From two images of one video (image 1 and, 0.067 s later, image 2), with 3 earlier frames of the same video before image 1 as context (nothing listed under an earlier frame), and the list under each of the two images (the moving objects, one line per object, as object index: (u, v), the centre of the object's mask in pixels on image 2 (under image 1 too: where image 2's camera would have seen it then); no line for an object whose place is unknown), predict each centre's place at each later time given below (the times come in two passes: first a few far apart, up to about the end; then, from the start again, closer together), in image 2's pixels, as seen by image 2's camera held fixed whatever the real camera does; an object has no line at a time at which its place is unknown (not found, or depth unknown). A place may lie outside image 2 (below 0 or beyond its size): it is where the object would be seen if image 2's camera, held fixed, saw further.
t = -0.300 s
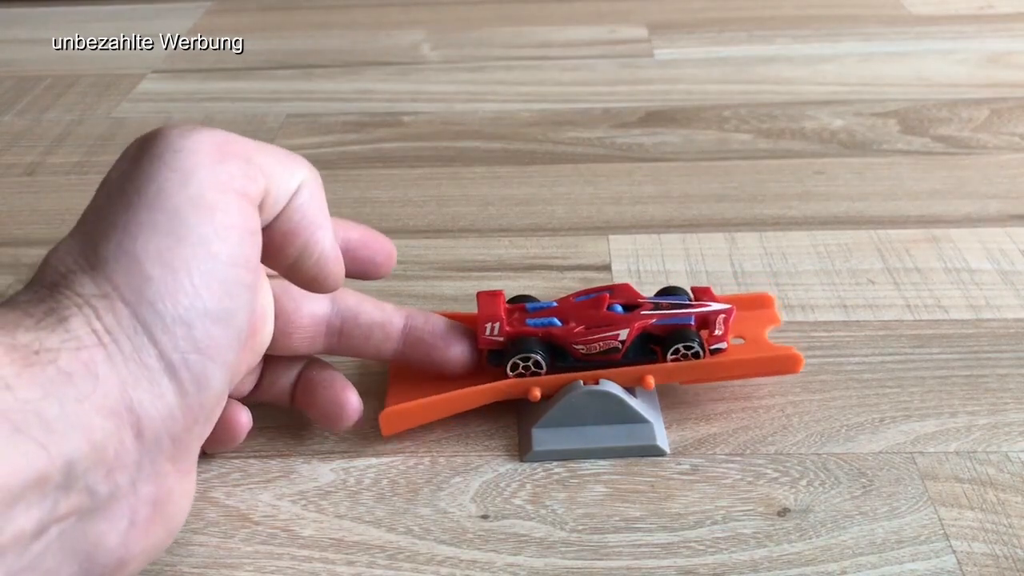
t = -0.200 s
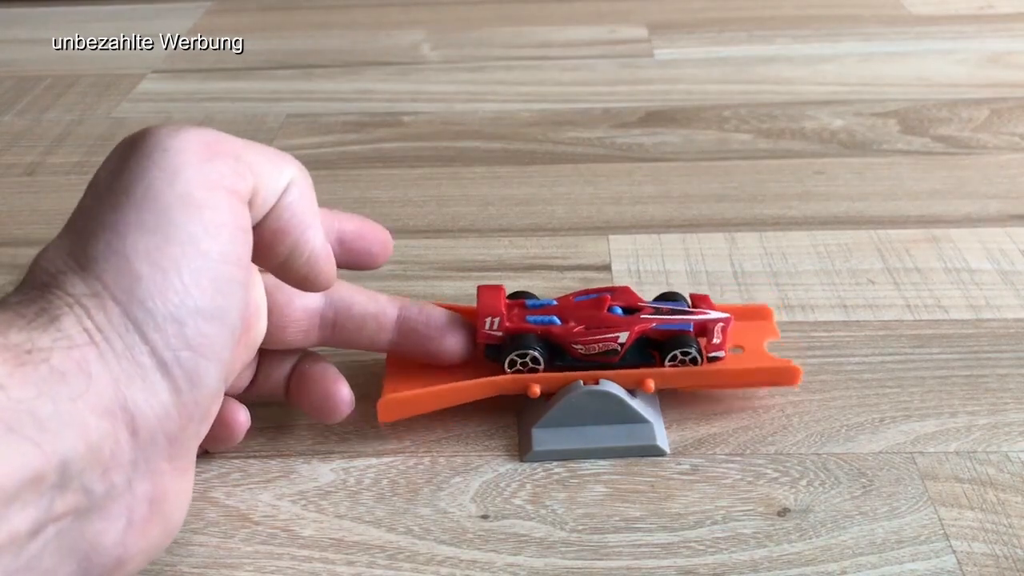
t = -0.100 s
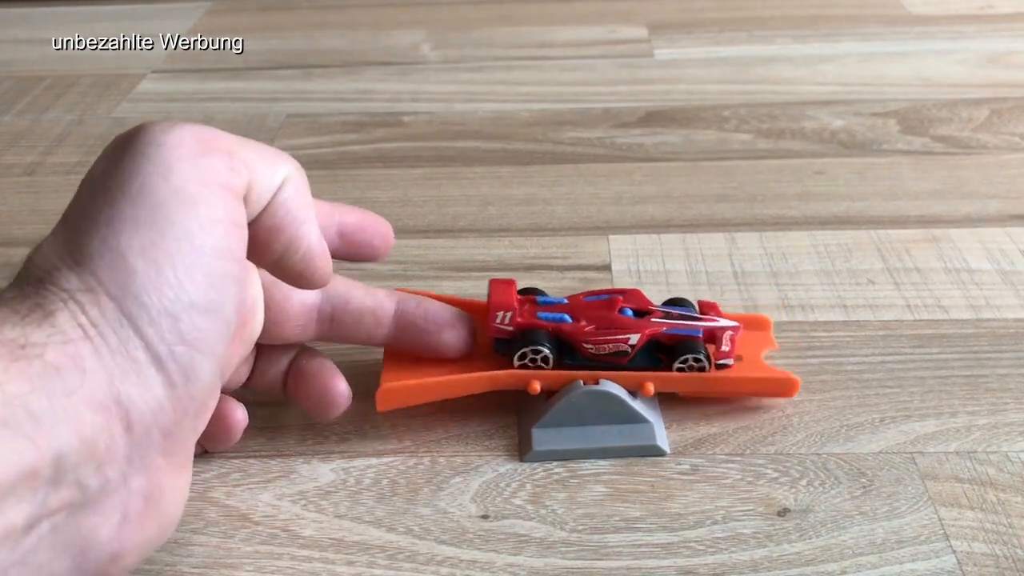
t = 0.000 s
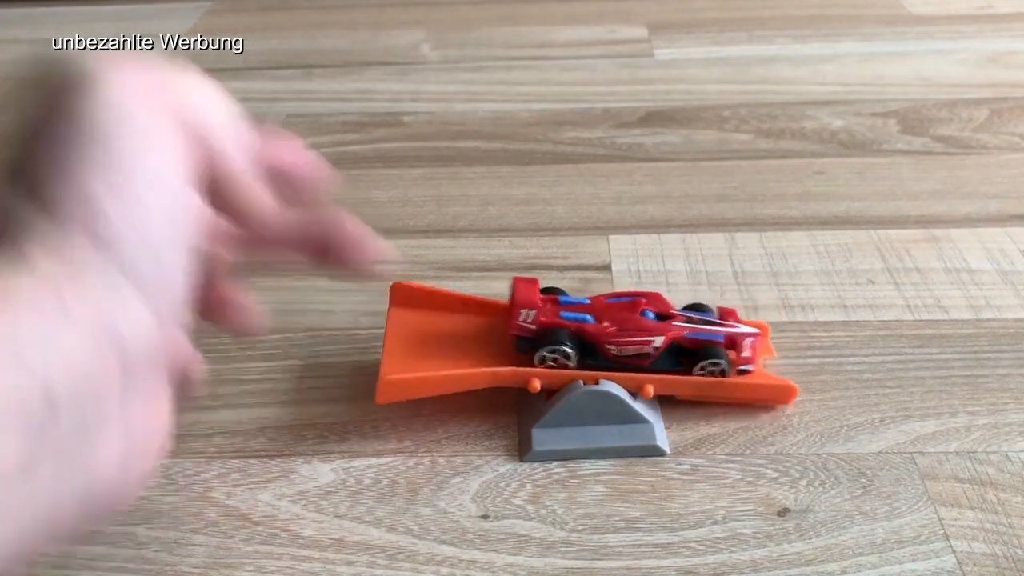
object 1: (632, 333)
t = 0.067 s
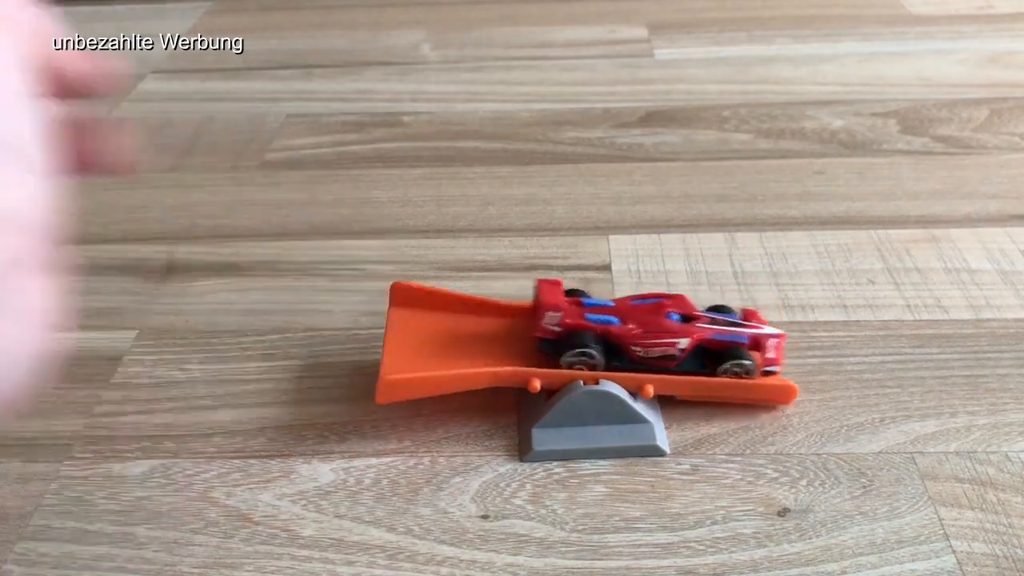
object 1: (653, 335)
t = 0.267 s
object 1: (762, 346)
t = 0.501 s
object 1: (859, 344)
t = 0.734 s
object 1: (861, 344)
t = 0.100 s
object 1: (667, 335)
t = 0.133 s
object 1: (685, 336)
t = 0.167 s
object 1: (704, 338)
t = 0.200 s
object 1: (722, 339)
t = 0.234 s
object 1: (743, 345)
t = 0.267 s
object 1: (762, 346)
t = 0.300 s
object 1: (783, 346)
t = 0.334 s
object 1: (802, 345)
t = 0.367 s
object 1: (821, 345)
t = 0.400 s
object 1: (835, 345)
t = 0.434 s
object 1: (847, 345)
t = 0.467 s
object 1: (855, 344)
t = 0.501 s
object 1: (859, 344)
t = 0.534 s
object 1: (861, 344)
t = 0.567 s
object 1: (861, 344)
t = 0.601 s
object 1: (861, 344)
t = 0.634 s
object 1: (861, 344)
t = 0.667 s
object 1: (861, 344)
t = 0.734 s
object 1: (861, 344)
